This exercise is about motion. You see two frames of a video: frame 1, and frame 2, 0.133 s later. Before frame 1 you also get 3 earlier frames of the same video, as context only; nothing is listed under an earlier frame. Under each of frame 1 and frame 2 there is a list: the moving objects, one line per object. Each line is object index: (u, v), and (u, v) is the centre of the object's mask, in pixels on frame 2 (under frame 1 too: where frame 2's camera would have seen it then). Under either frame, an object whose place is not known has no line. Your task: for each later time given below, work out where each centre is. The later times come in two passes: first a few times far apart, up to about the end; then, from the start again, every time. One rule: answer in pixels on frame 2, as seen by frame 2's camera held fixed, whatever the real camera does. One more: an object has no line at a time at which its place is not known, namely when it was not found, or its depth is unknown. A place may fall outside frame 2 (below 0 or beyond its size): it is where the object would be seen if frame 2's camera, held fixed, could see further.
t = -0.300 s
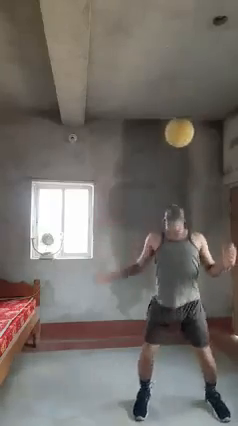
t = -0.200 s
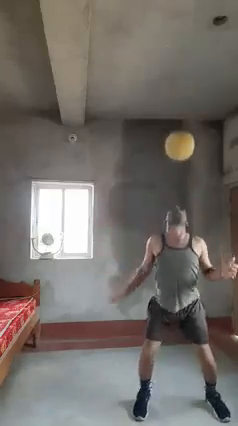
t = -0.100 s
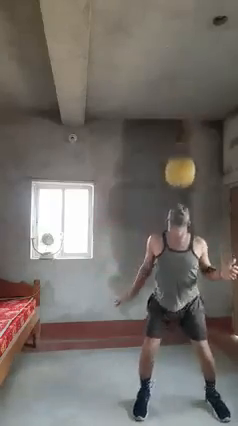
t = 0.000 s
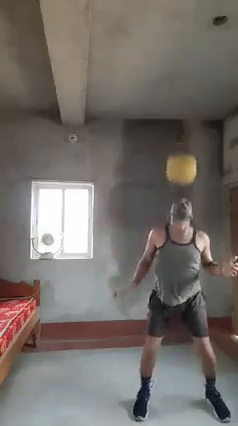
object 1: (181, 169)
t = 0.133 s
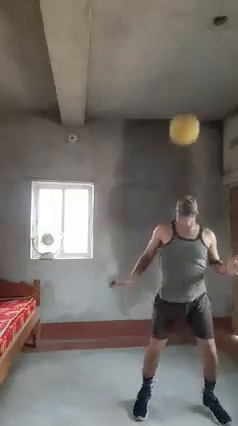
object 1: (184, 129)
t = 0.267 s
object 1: (187, 112)
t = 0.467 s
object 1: (191, 130)
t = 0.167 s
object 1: (184, 123)
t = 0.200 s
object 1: (185, 118)
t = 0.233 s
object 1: (186, 114)
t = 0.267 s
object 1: (187, 112)
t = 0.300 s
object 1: (187, 111)
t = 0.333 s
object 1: (188, 112)
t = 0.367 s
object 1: (188, 114)
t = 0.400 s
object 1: (189, 118)
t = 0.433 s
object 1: (190, 124)
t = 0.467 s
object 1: (191, 130)
